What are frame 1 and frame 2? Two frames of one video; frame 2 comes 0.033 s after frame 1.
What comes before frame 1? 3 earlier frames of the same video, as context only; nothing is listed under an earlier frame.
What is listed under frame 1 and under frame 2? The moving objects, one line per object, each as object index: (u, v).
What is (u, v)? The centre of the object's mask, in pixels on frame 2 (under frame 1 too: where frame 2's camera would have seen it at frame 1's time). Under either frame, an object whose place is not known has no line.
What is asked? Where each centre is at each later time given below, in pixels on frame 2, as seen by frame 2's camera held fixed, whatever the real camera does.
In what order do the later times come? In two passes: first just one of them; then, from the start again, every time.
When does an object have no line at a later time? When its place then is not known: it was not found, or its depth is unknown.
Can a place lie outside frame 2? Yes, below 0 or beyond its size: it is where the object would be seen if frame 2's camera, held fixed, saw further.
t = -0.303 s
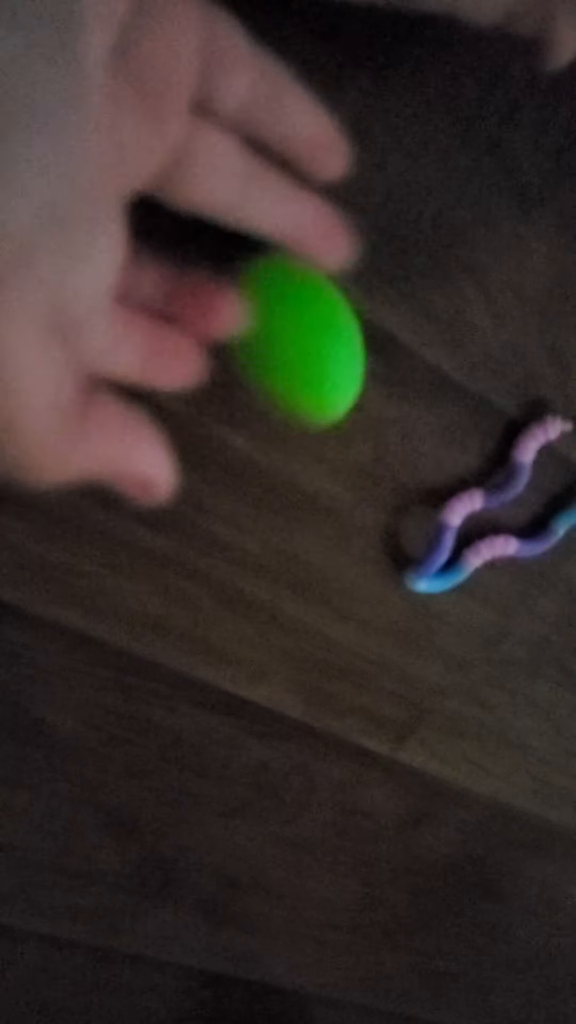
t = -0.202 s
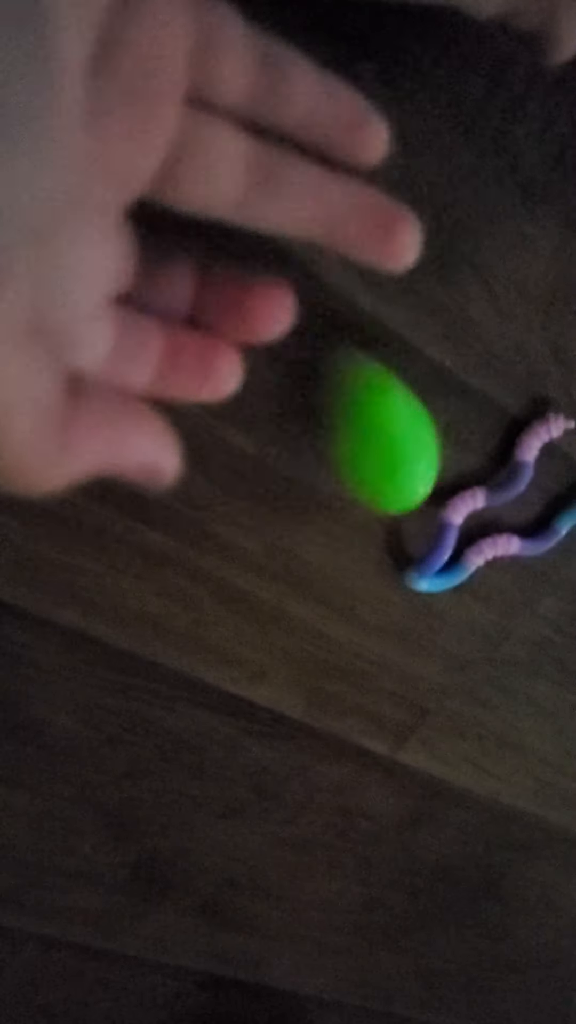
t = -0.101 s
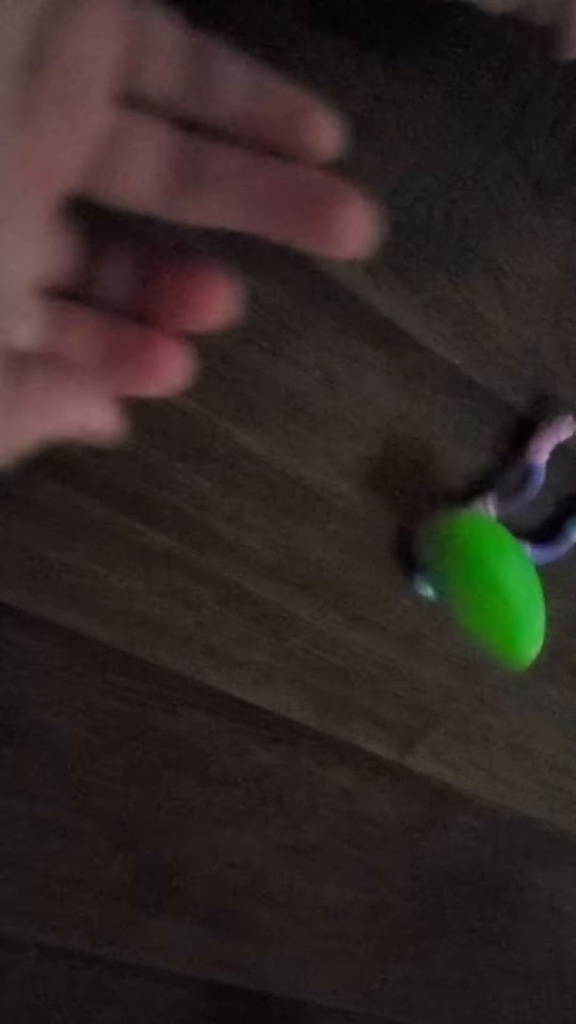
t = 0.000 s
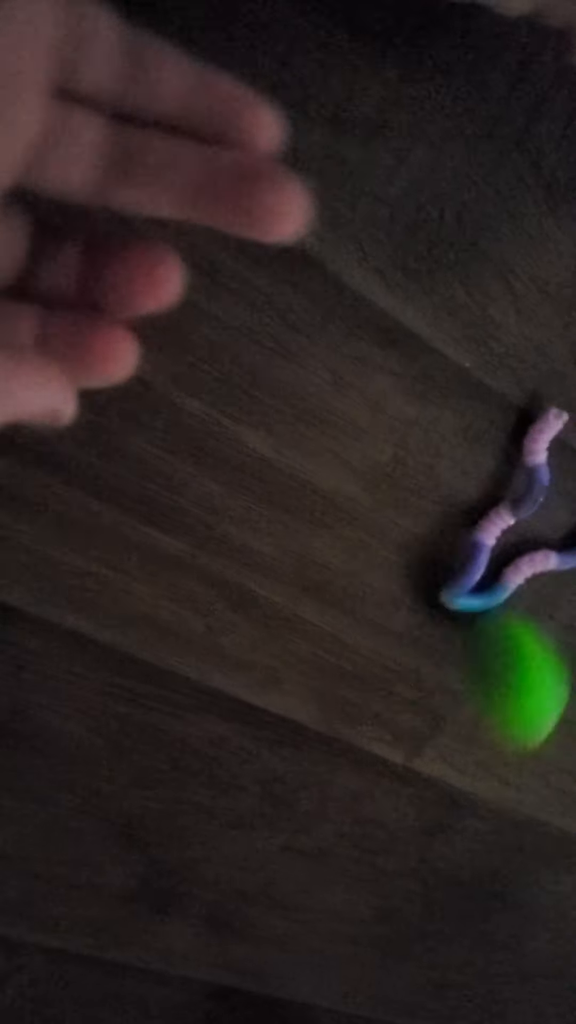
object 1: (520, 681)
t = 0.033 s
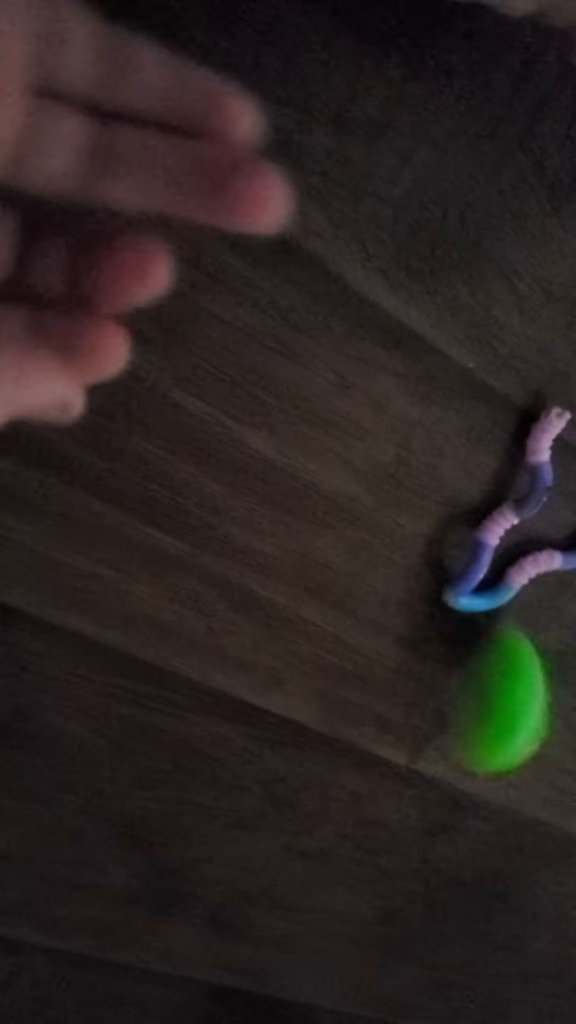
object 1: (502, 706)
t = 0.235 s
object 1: (438, 848)
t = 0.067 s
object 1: (492, 720)
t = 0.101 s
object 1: (489, 757)
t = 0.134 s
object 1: (476, 786)
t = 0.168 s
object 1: (461, 808)
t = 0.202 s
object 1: (446, 817)
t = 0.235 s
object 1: (438, 848)
